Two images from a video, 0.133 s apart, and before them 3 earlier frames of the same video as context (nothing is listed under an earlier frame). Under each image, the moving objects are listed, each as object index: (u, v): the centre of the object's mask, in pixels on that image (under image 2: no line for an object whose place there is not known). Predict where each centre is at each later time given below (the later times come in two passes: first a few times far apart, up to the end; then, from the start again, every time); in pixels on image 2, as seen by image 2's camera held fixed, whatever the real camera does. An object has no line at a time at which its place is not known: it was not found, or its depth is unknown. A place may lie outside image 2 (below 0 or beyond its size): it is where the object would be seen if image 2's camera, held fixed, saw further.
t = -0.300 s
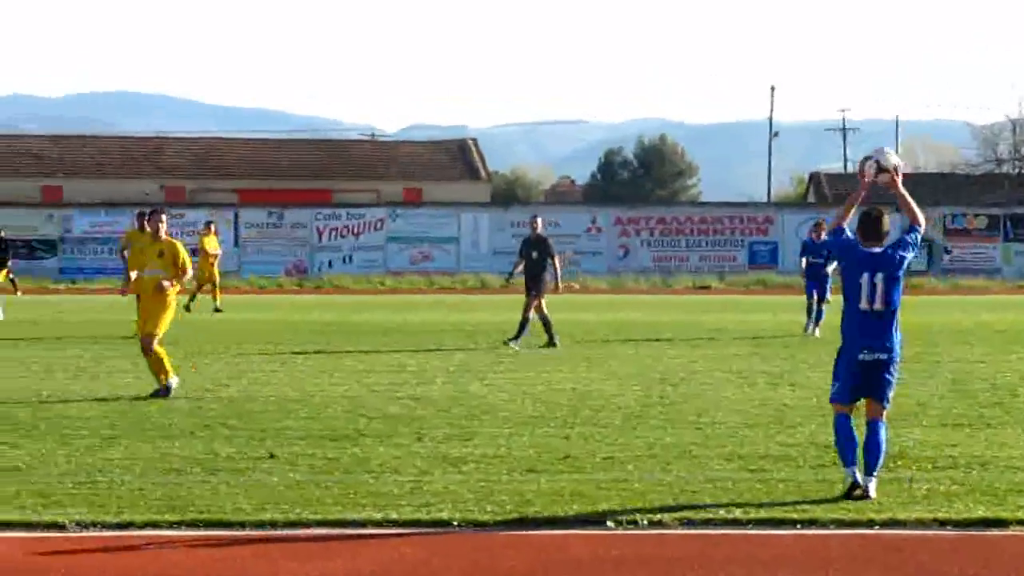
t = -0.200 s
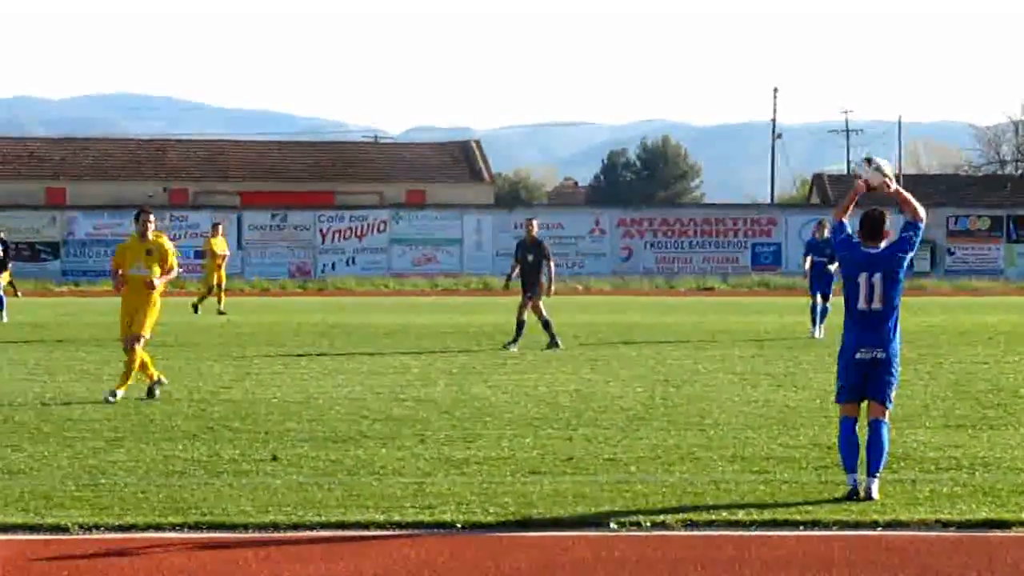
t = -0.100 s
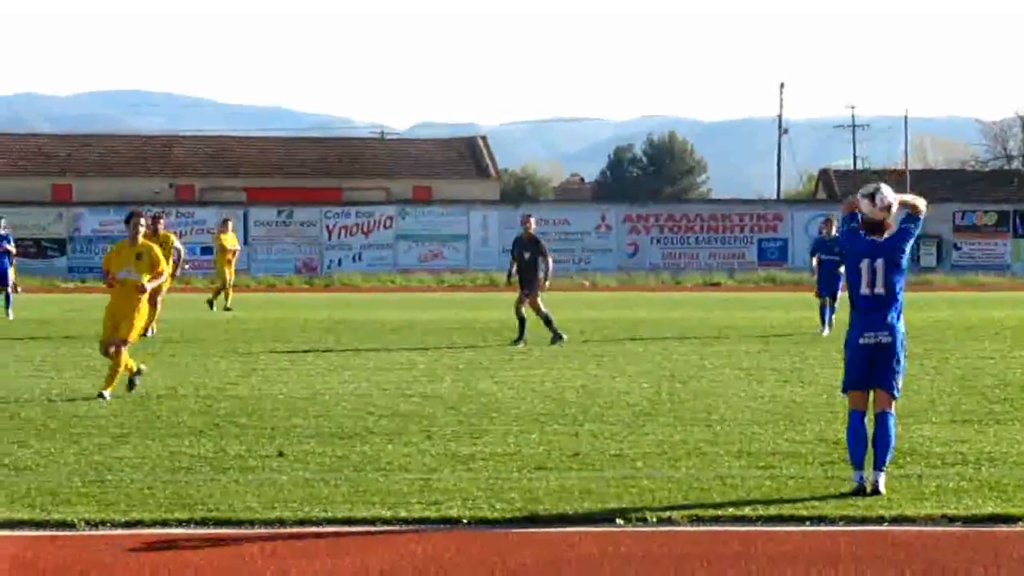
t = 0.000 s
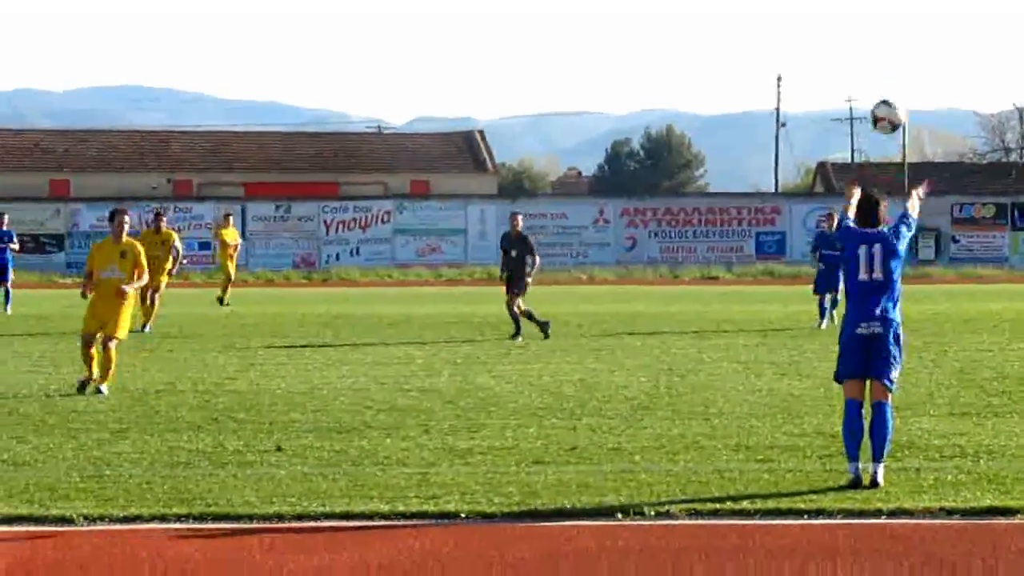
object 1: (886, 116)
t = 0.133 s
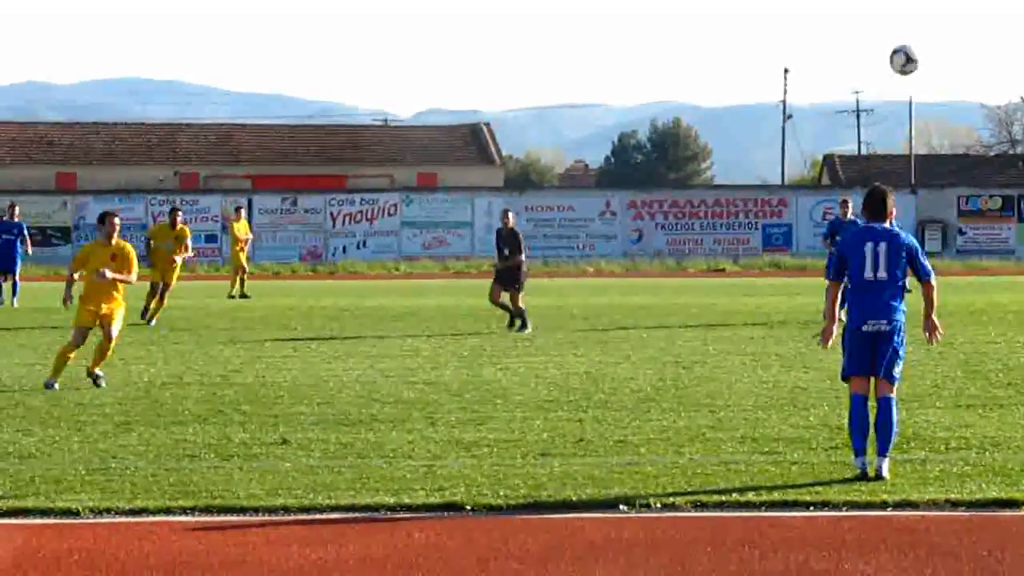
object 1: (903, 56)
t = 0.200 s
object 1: (906, 49)
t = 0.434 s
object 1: (912, 64)
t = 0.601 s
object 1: (916, 112)
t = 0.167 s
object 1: (904, 52)
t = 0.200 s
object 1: (906, 49)
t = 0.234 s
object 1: (908, 45)
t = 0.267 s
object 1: (909, 44)
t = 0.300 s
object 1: (910, 45)
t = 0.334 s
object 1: (910, 47)
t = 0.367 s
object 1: (911, 50)
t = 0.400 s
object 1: (912, 57)
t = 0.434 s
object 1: (912, 64)
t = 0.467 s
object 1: (913, 72)
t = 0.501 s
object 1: (913, 81)
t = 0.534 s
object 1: (913, 89)
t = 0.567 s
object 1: (914, 100)
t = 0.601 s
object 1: (916, 112)
